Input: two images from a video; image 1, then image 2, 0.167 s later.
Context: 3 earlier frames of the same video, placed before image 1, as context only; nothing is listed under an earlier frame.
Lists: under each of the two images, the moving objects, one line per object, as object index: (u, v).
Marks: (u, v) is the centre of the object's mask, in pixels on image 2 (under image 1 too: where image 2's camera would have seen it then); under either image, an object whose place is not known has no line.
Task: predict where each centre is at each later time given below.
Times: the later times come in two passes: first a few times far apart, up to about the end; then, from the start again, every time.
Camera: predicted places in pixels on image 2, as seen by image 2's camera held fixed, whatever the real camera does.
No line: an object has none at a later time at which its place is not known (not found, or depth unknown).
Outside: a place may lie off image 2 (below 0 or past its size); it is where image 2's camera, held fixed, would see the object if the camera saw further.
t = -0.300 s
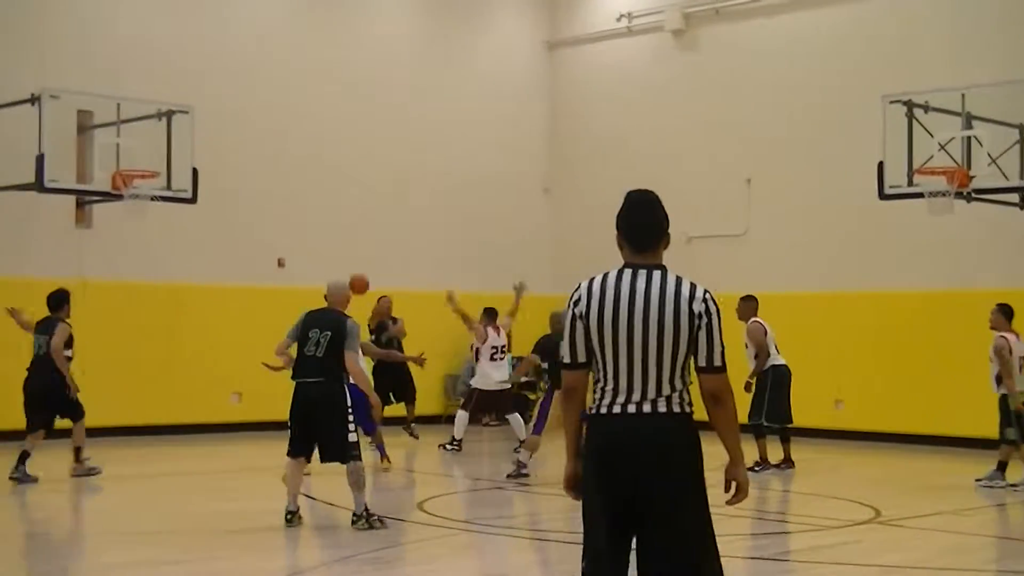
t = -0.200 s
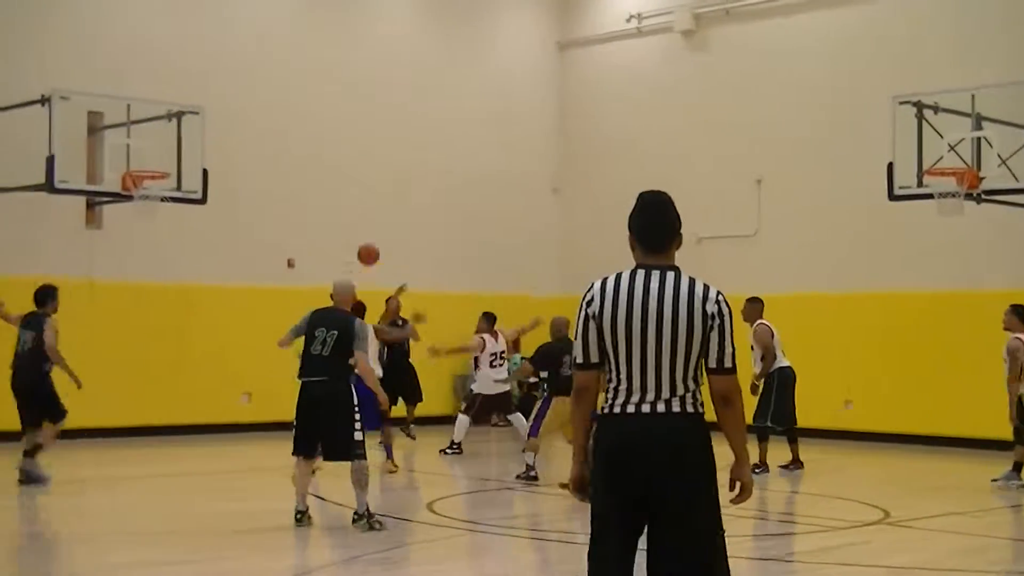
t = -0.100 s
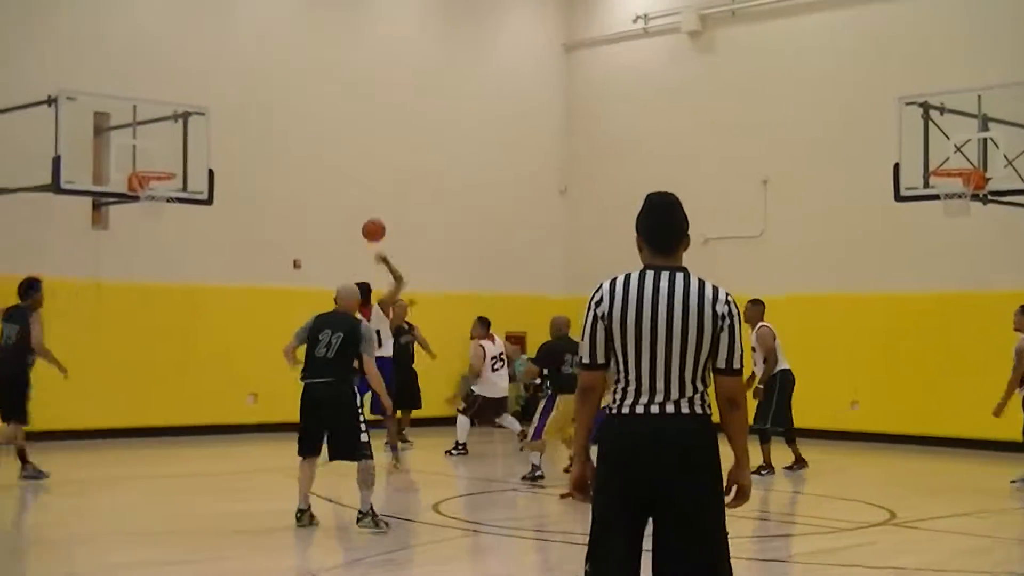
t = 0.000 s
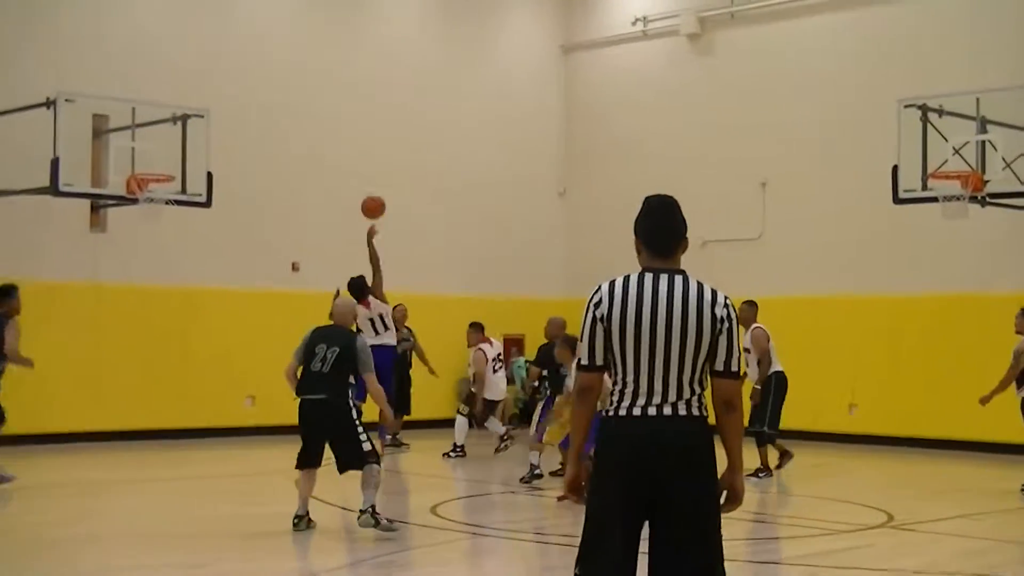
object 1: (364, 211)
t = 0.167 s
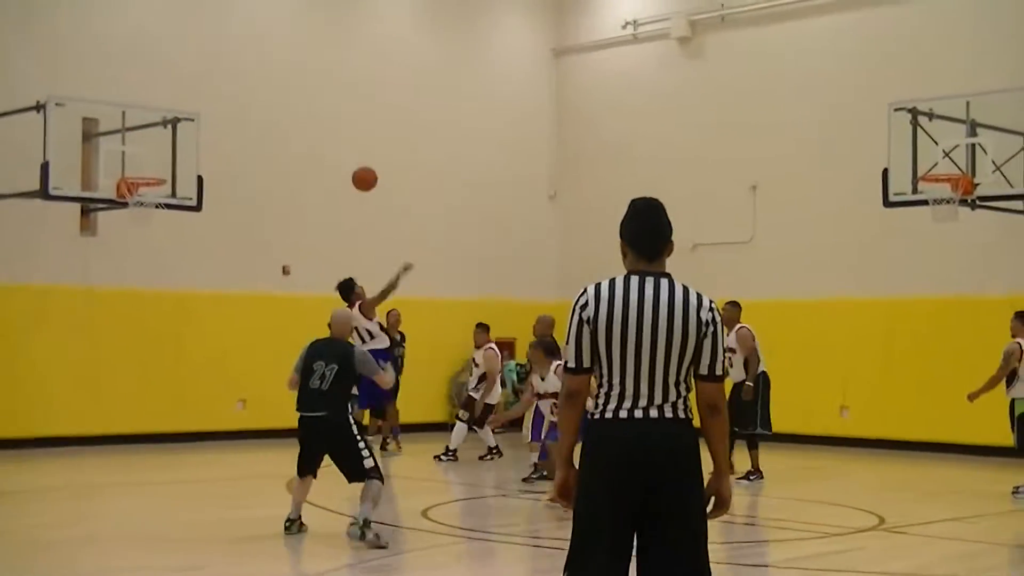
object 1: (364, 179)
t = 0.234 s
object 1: (365, 173)
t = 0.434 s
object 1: (364, 186)
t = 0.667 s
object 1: (363, 260)
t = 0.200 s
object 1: (364, 175)
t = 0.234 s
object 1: (365, 173)
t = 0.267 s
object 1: (365, 172)
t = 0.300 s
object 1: (365, 173)
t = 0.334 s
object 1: (365, 174)
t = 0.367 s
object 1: (365, 176)
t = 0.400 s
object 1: (364, 180)
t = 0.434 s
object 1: (364, 186)
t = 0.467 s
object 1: (364, 192)
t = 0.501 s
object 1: (364, 200)
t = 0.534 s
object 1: (363, 209)
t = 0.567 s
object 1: (363, 220)
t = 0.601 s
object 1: (364, 232)
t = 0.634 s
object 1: (364, 245)
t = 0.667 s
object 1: (363, 260)
